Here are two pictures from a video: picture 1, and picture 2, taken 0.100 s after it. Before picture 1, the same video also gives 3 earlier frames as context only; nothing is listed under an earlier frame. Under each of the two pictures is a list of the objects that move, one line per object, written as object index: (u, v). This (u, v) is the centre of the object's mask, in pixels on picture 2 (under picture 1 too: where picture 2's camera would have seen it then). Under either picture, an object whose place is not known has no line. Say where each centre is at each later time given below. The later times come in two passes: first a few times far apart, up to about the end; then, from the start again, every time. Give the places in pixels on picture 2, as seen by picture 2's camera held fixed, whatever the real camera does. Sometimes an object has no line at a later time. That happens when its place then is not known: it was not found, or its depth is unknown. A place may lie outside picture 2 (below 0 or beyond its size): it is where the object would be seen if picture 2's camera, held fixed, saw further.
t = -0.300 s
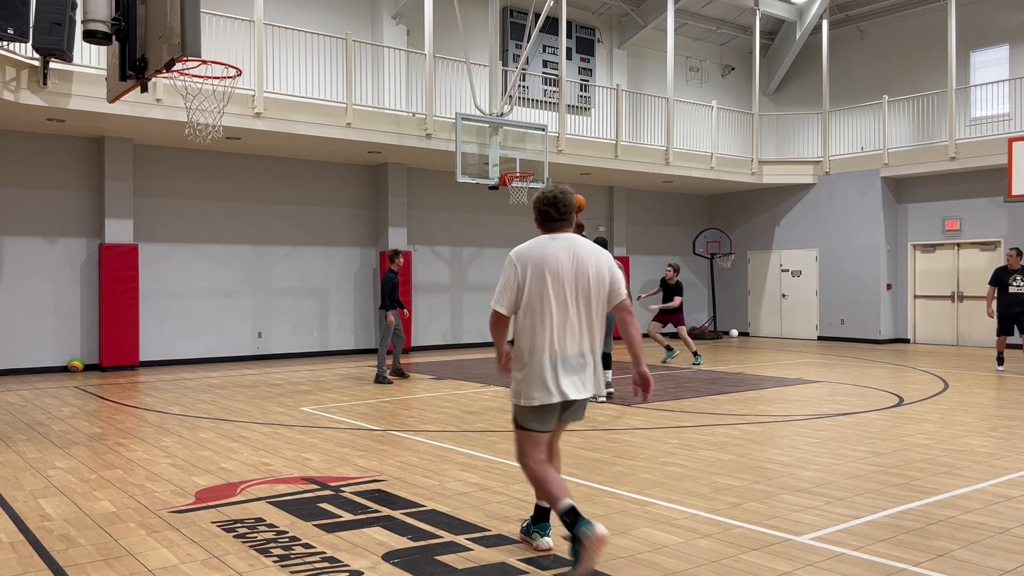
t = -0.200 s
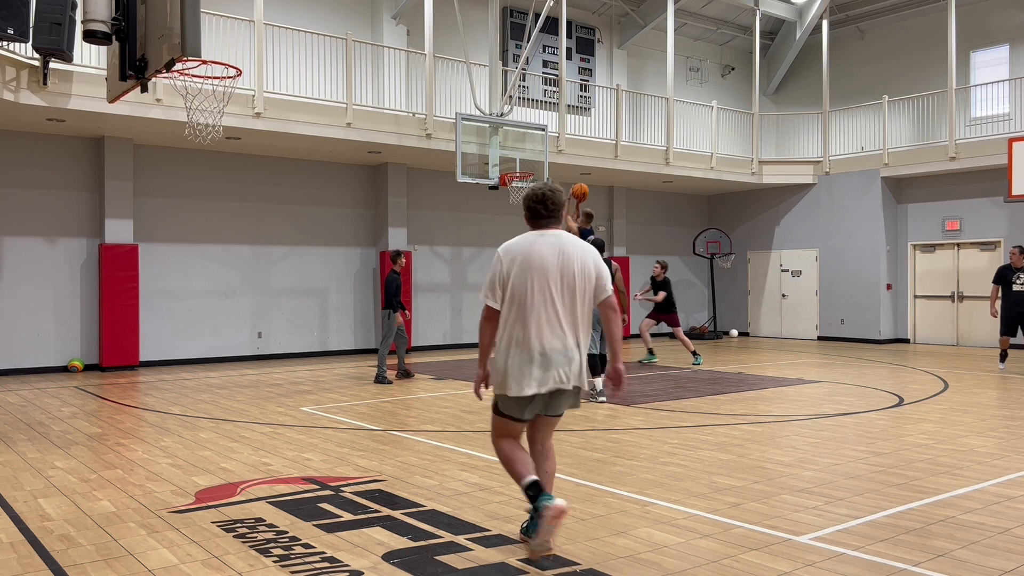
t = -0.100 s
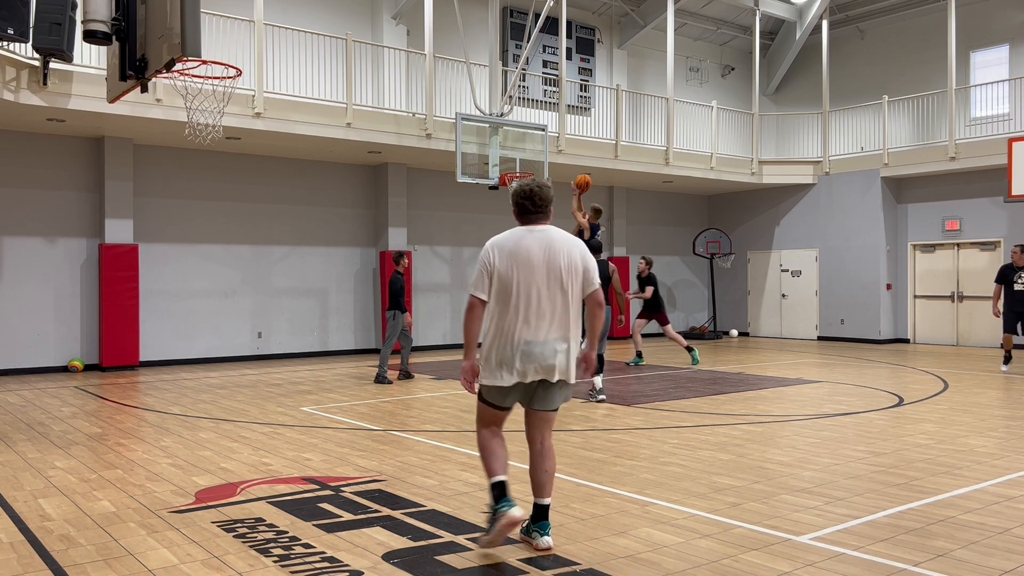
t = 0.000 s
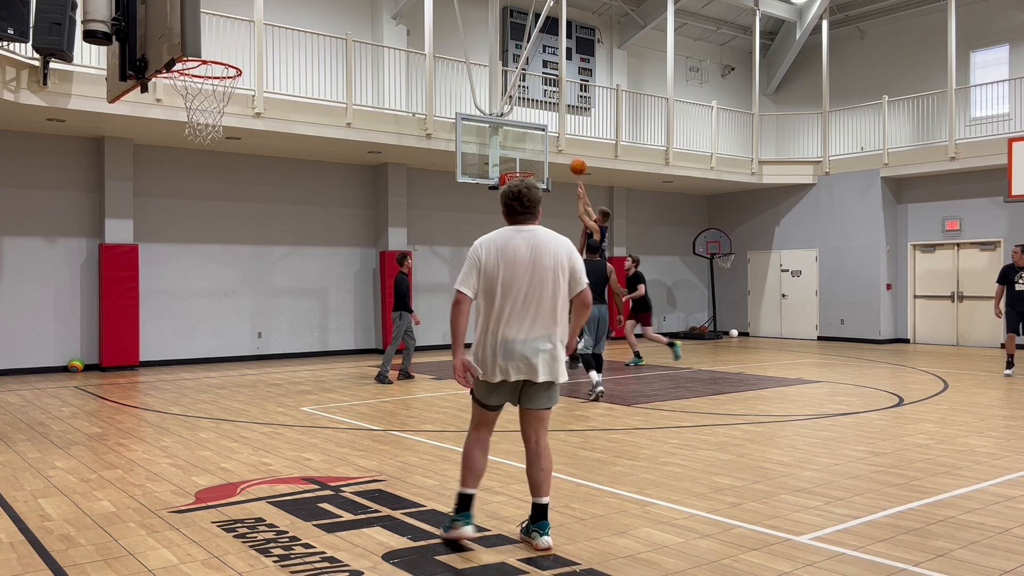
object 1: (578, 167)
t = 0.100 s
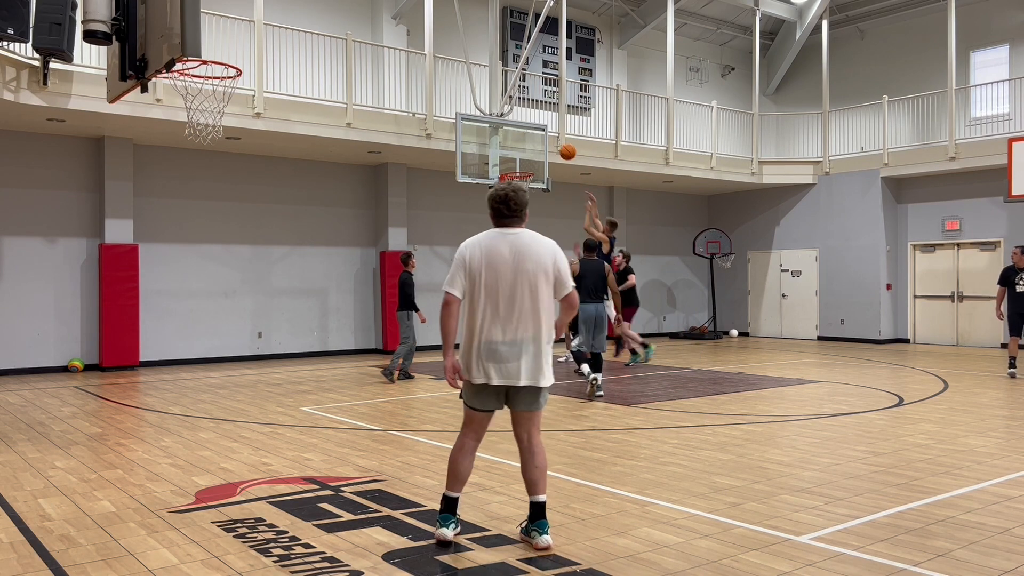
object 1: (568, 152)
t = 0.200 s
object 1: (558, 144)
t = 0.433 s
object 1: (536, 152)
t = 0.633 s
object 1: (522, 167)
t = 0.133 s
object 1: (564, 148)
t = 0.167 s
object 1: (561, 146)
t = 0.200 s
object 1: (558, 144)
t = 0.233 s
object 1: (554, 143)
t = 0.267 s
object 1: (551, 143)
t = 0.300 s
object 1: (548, 144)
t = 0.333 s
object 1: (545, 144)
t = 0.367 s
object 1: (542, 147)
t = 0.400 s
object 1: (539, 149)
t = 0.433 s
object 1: (536, 152)
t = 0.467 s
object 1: (533, 156)
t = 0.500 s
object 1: (530, 160)
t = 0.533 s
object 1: (527, 165)
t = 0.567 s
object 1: (525, 165)
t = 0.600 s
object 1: (524, 166)
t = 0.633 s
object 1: (522, 167)
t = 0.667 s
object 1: (521, 168)
